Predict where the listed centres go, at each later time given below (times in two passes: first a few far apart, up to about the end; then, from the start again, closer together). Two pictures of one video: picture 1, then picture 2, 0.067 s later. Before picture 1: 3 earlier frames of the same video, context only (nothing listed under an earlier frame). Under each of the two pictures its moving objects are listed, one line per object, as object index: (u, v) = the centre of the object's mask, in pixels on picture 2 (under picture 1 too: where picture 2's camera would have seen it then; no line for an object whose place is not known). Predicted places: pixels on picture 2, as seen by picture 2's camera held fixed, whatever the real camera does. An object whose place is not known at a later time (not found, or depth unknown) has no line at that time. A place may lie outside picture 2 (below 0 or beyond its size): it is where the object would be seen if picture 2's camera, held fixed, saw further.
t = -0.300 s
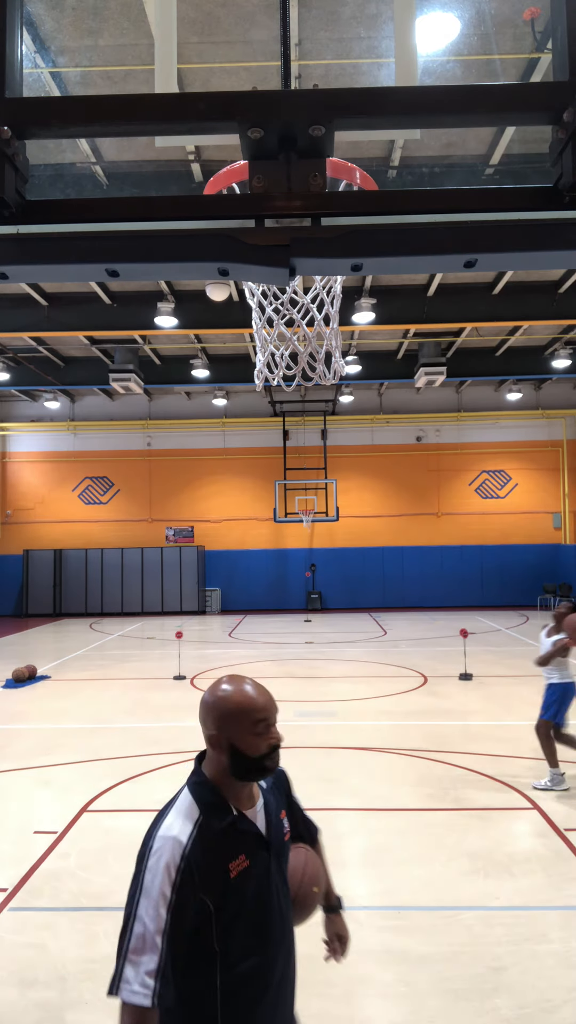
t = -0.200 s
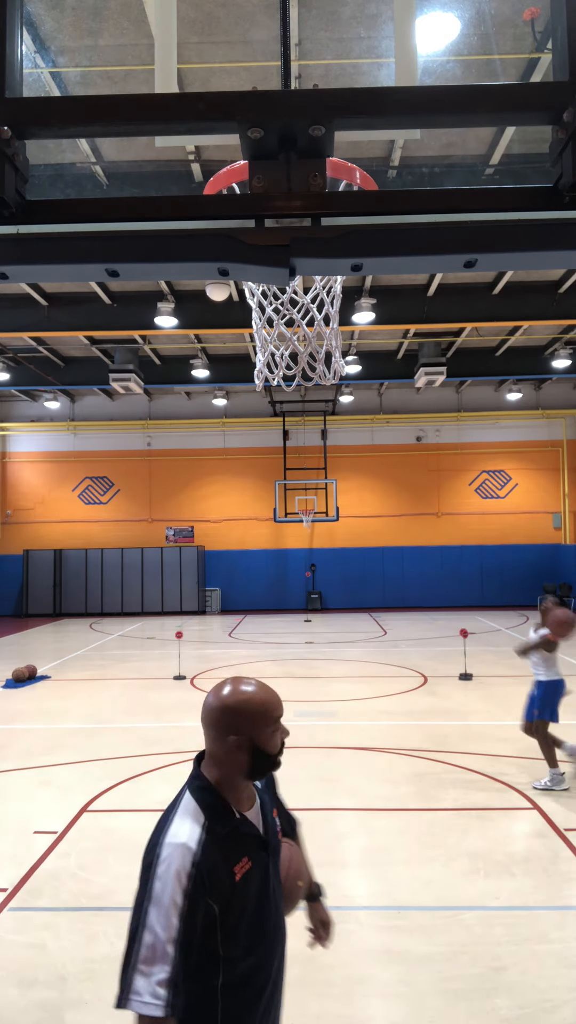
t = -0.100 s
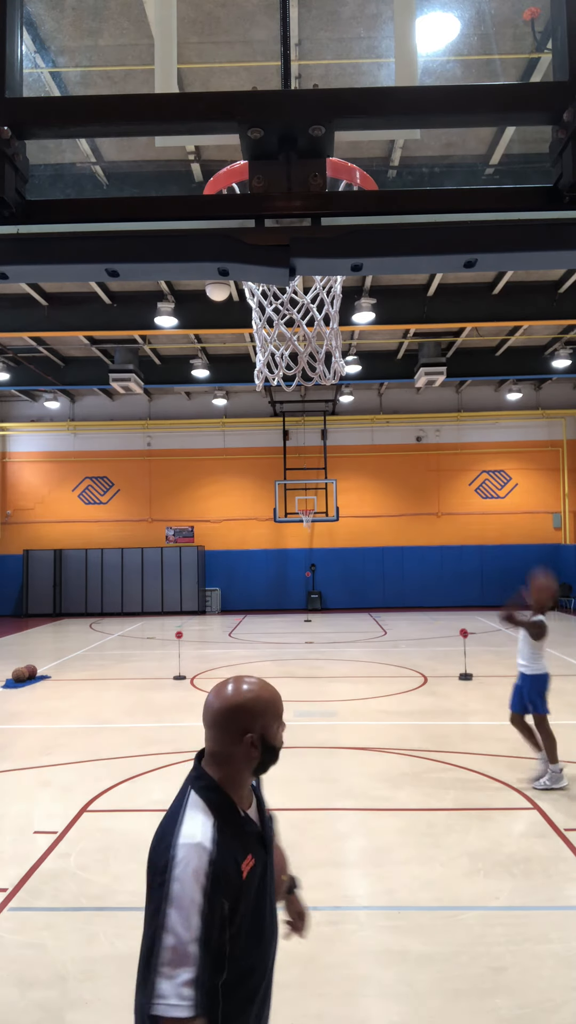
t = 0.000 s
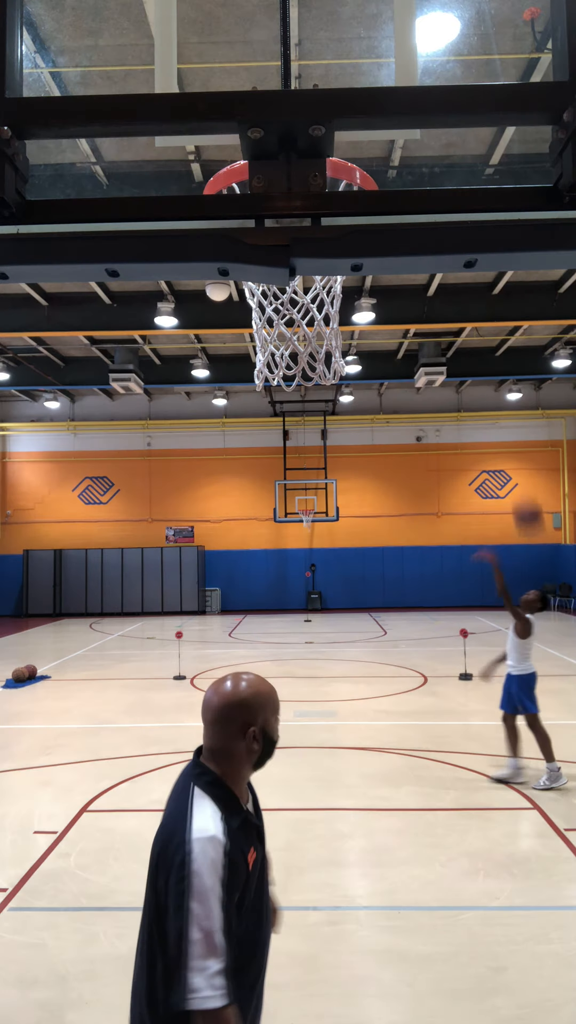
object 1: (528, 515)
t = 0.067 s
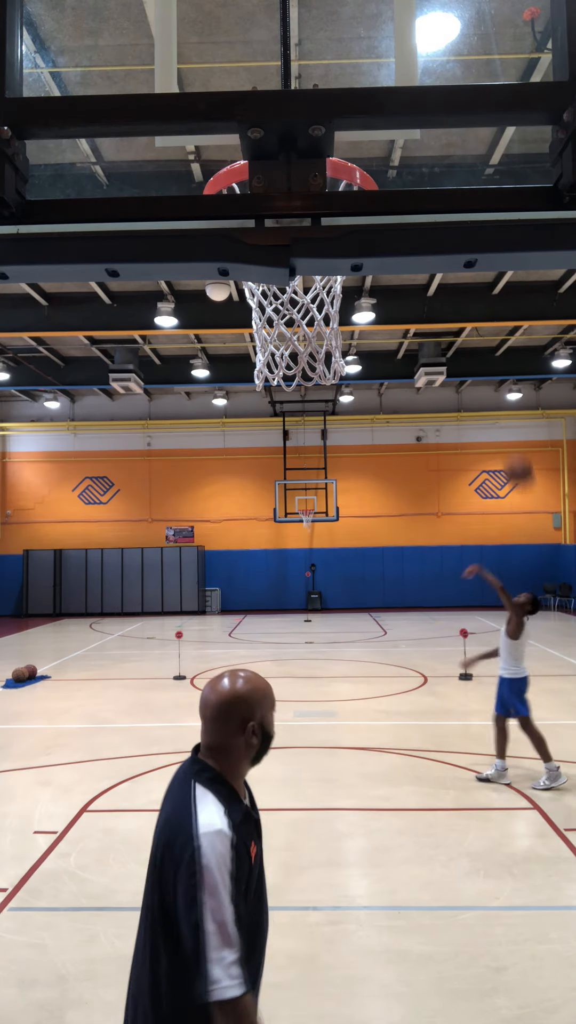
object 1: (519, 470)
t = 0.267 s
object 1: (493, 374)
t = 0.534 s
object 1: (464, 325)
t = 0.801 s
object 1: (438, 353)
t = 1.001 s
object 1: (422, 418)
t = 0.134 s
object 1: (510, 436)
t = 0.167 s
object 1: (505, 418)
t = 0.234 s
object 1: (496, 387)
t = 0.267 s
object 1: (493, 374)
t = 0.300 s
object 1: (488, 364)
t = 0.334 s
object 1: (486, 357)
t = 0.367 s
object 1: (482, 349)
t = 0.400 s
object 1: (479, 342)
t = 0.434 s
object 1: (475, 336)
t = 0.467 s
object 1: (471, 331)
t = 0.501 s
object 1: (468, 327)
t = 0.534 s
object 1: (464, 325)
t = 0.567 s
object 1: (461, 325)
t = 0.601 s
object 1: (458, 325)
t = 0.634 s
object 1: (455, 327)
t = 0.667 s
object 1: (452, 329)
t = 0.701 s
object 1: (449, 334)
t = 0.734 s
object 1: (446, 339)
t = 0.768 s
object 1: (442, 346)
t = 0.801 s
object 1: (438, 353)
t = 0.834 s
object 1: (436, 359)
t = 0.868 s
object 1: (433, 370)
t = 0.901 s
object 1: (430, 381)
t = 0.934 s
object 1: (427, 395)
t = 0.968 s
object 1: (426, 404)
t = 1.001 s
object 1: (422, 418)
